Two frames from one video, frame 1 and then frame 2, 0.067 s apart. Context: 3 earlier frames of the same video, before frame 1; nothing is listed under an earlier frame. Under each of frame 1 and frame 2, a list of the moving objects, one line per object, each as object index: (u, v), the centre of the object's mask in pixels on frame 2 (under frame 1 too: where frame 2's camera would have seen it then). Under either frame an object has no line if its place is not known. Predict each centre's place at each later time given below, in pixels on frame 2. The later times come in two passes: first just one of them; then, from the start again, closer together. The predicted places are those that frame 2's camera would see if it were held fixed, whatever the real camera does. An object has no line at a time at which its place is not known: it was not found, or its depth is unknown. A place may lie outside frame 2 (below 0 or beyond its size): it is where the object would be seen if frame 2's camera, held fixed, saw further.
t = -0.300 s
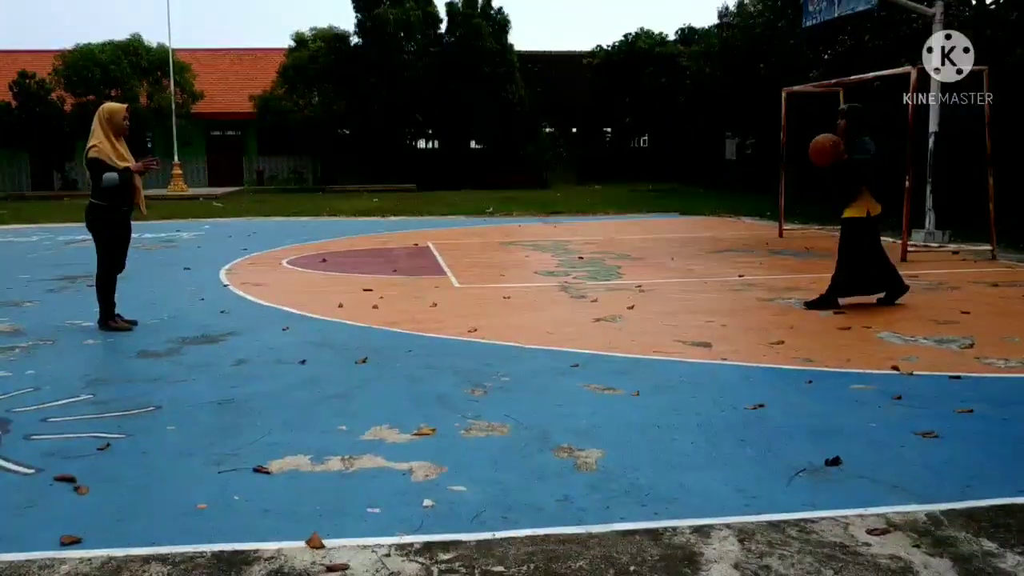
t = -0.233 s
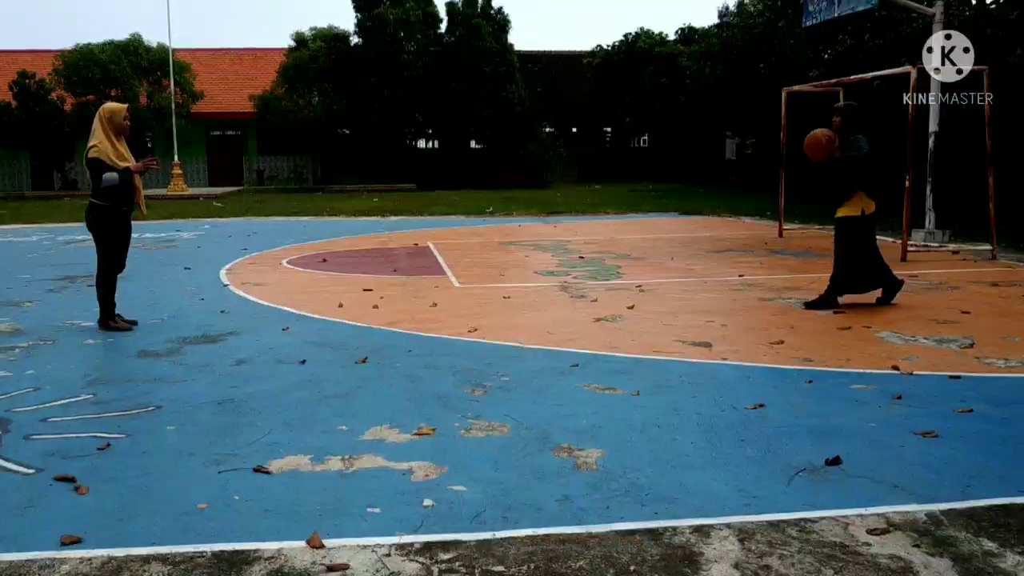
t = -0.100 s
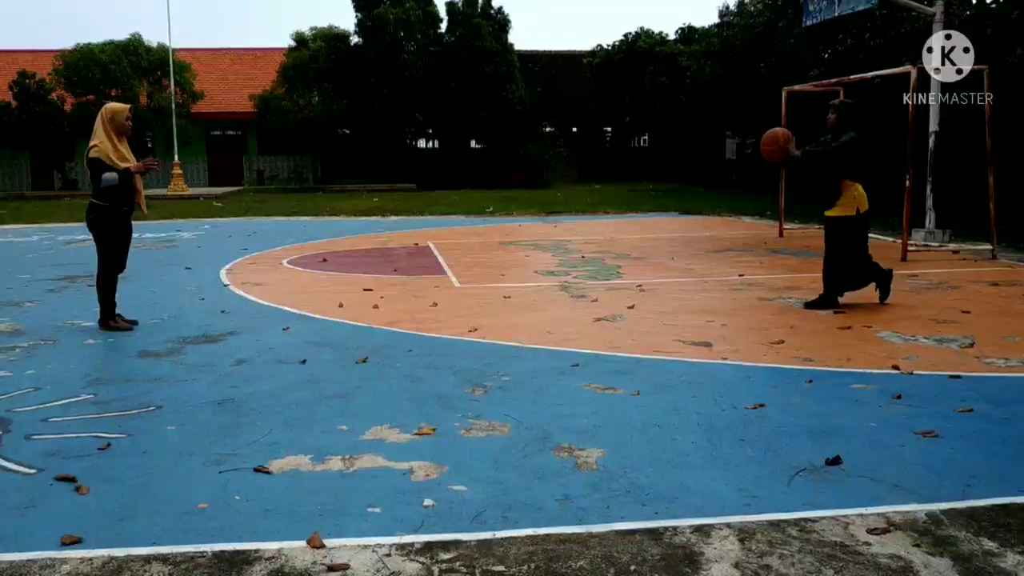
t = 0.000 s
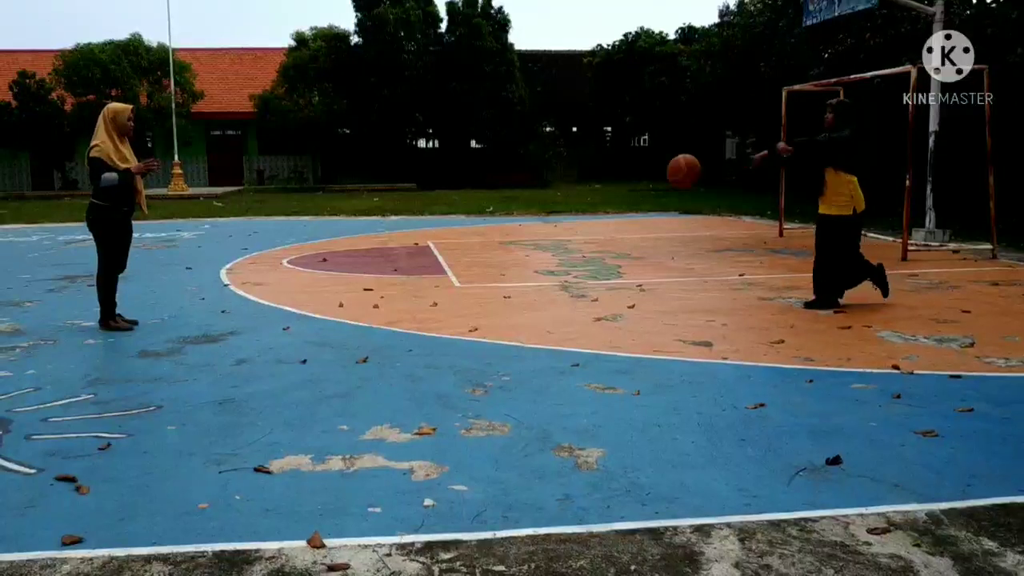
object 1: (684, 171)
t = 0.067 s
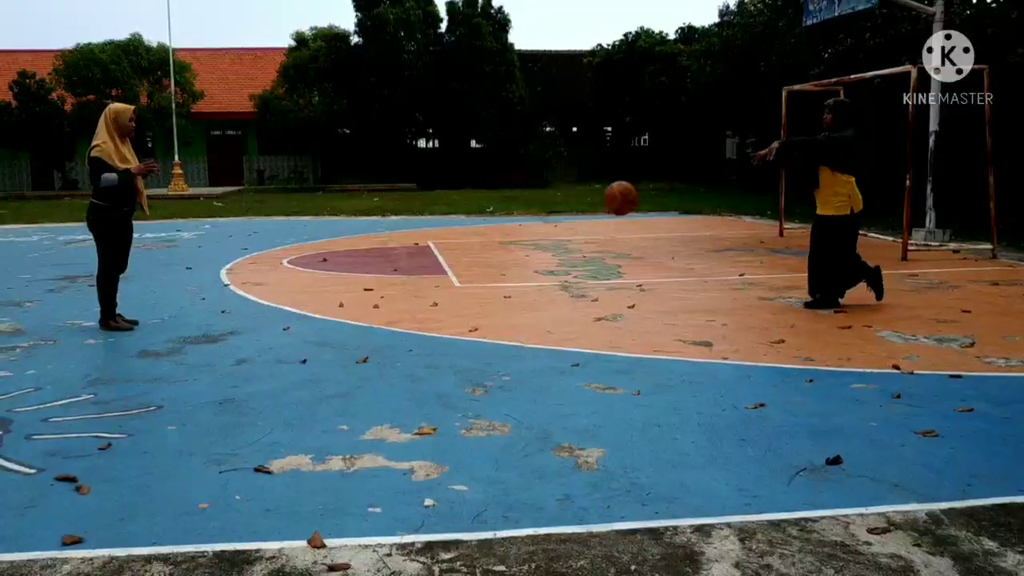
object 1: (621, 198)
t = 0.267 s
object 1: (438, 294)
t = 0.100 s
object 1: (588, 214)
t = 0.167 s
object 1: (525, 251)
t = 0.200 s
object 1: (493, 272)
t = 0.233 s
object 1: (462, 294)
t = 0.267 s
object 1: (438, 294)
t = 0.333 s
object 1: (400, 263)
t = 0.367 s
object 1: (381, 249)
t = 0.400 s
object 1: (362, 237)
